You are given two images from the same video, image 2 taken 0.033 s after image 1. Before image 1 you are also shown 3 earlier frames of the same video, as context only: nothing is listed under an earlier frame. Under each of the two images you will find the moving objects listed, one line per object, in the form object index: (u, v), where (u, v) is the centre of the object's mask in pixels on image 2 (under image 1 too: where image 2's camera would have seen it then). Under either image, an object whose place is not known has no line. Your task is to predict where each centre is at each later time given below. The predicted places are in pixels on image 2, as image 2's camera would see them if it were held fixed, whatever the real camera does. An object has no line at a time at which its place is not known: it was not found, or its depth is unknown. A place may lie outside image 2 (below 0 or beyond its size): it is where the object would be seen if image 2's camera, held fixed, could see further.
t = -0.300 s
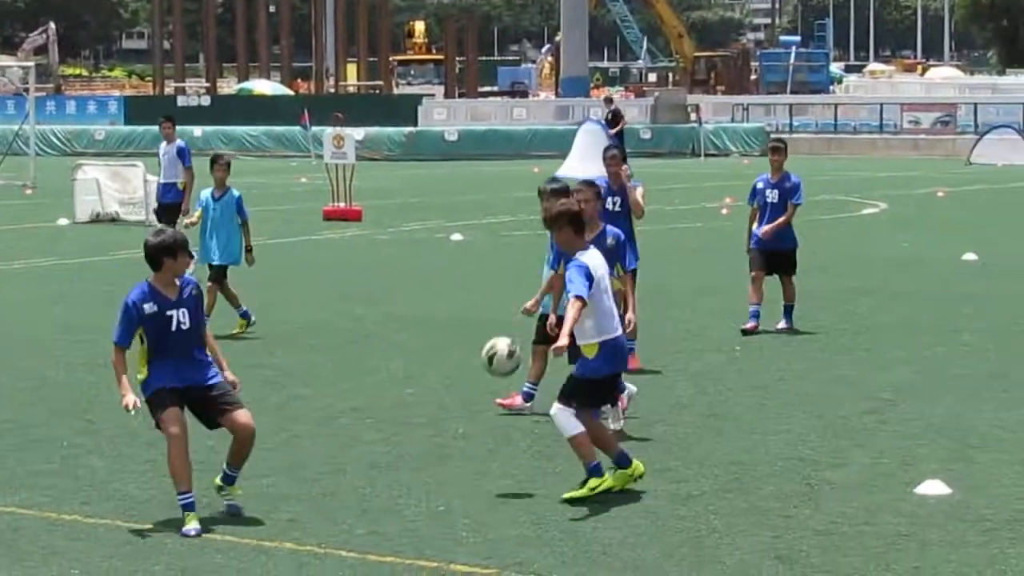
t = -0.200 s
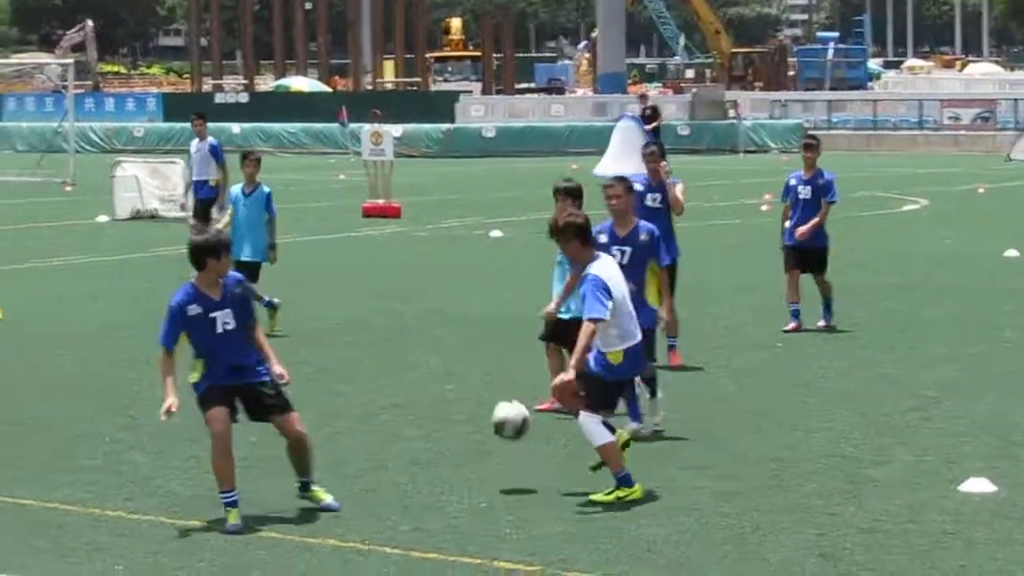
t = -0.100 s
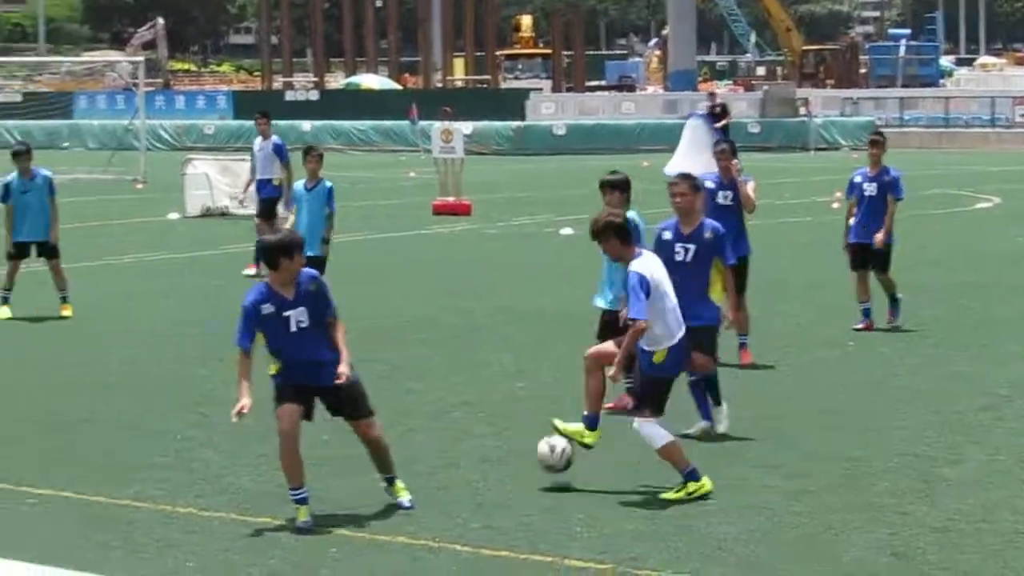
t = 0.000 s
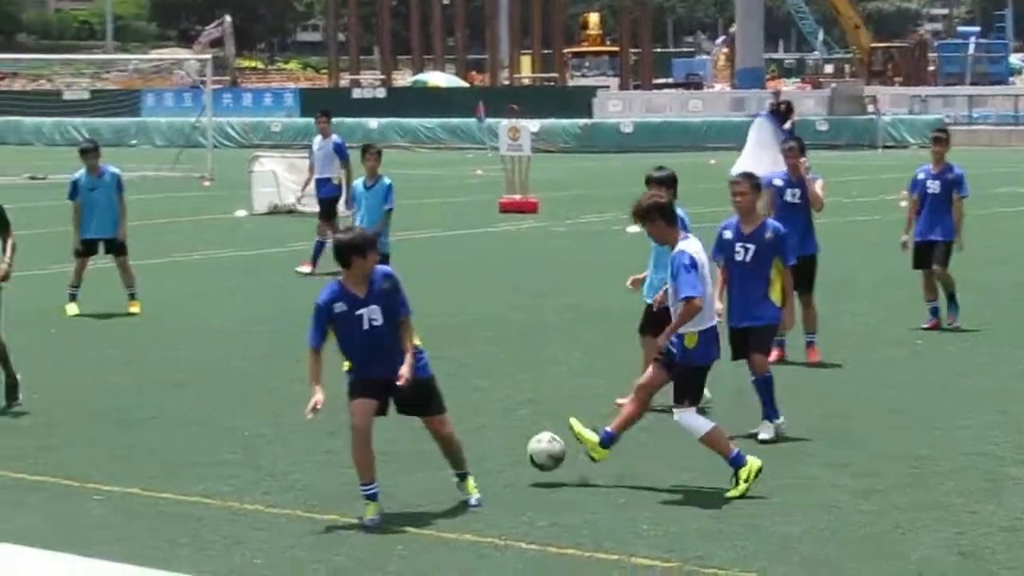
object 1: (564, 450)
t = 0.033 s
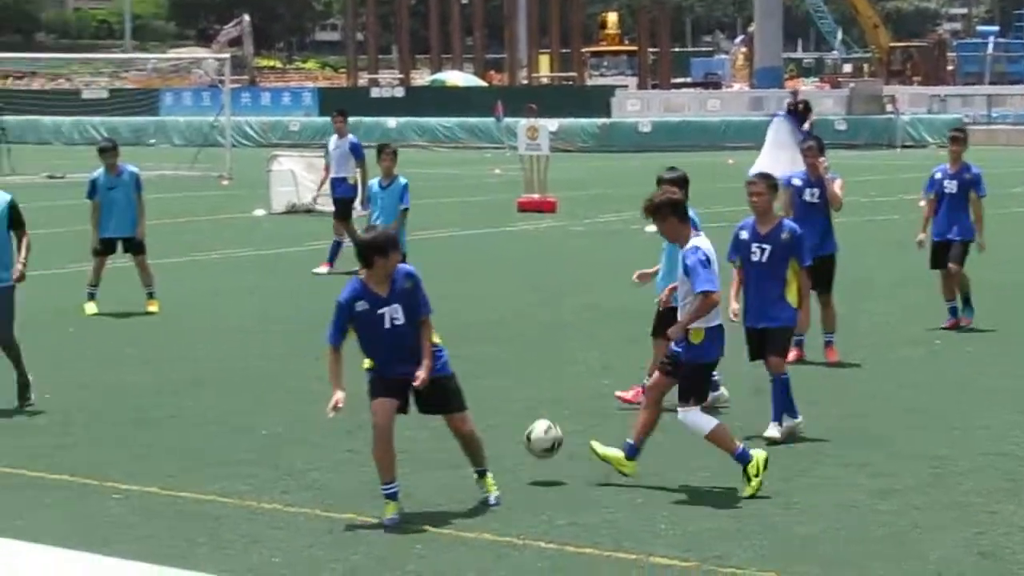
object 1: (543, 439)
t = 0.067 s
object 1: (522, 429)
